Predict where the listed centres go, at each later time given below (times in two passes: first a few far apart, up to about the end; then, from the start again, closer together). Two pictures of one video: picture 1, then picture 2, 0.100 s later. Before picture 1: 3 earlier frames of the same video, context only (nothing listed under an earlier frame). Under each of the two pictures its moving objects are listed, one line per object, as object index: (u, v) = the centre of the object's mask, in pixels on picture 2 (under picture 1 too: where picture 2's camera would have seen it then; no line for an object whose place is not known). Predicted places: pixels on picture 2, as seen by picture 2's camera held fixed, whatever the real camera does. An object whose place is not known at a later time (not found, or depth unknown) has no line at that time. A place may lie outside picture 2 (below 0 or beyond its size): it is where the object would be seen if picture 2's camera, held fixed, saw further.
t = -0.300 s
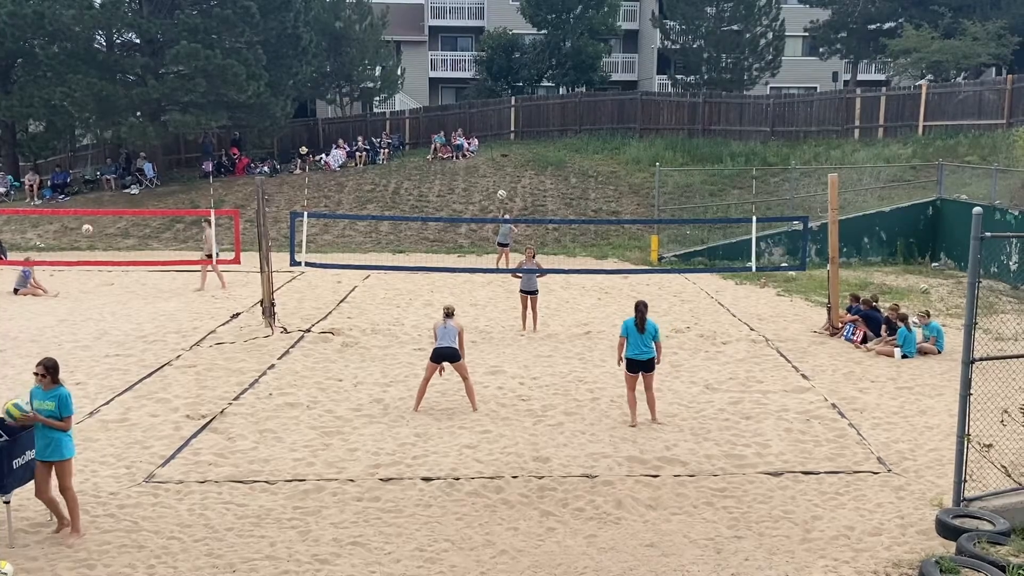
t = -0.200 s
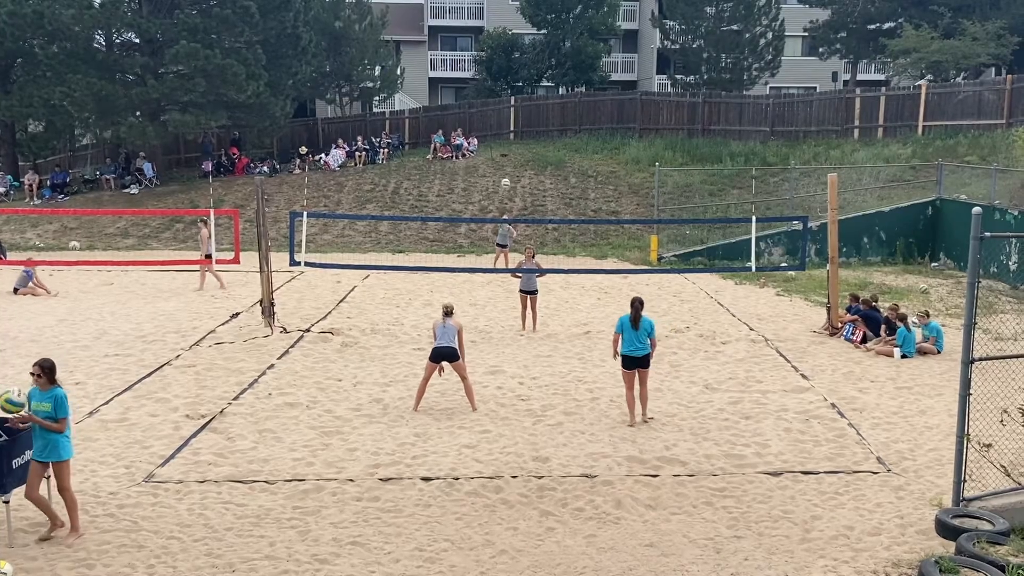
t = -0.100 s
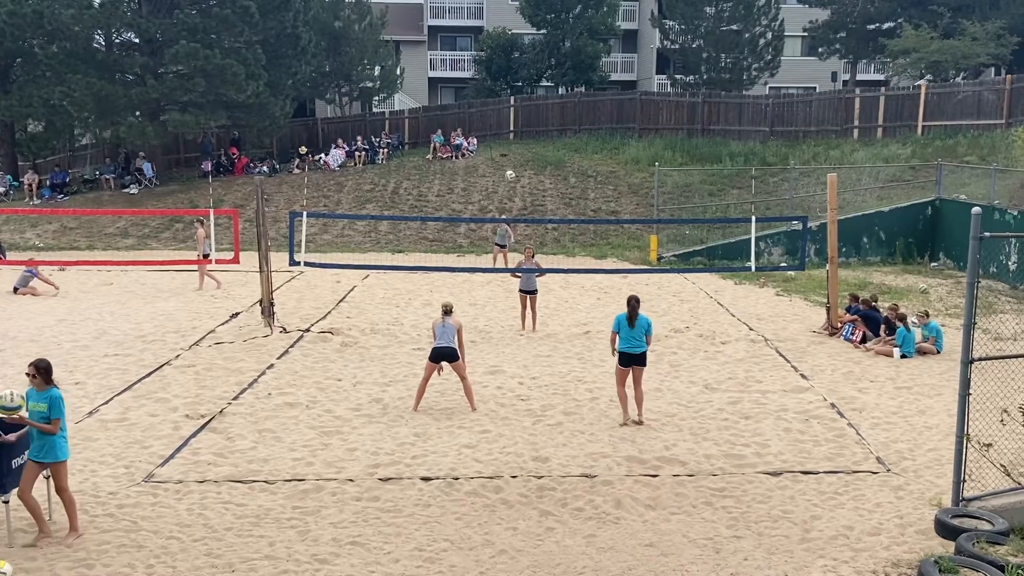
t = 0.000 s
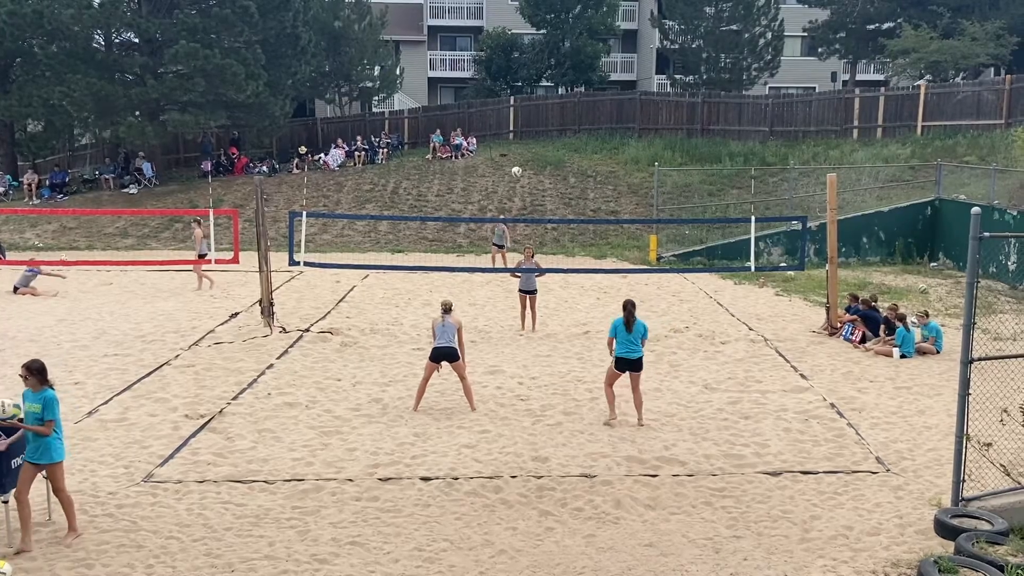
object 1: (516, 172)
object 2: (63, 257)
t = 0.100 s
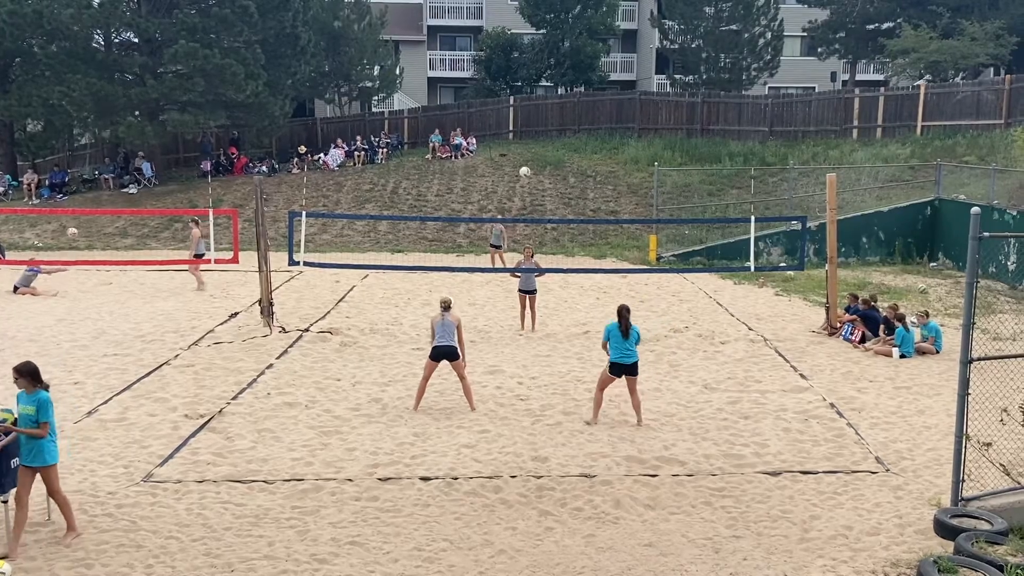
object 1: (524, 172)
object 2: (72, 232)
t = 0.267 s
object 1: (542, 185)
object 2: (89, 199)
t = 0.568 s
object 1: (586, 263)
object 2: (122, 170)
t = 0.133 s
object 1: (528, 173)
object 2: (75, 225)
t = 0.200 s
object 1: (534, 178)
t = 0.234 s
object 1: (538, 181)
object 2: (85, 204)
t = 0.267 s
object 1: (542, 185)
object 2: (89, 199)
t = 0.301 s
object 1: (546, 190)
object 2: (93, 194)
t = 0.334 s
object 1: (550, 196)
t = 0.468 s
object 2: (110, 175)
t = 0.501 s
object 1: (574, 238)
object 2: (114, 173)
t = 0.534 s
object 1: (580, 250)
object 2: (118, 171)
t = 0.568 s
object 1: (586, 263)
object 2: (122, 170)
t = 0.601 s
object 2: (125, 169)
